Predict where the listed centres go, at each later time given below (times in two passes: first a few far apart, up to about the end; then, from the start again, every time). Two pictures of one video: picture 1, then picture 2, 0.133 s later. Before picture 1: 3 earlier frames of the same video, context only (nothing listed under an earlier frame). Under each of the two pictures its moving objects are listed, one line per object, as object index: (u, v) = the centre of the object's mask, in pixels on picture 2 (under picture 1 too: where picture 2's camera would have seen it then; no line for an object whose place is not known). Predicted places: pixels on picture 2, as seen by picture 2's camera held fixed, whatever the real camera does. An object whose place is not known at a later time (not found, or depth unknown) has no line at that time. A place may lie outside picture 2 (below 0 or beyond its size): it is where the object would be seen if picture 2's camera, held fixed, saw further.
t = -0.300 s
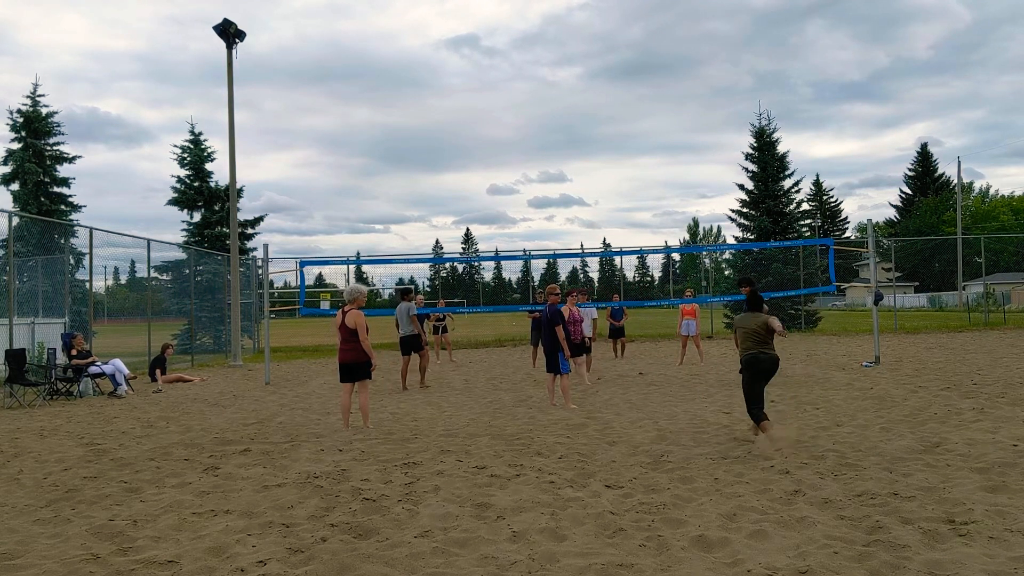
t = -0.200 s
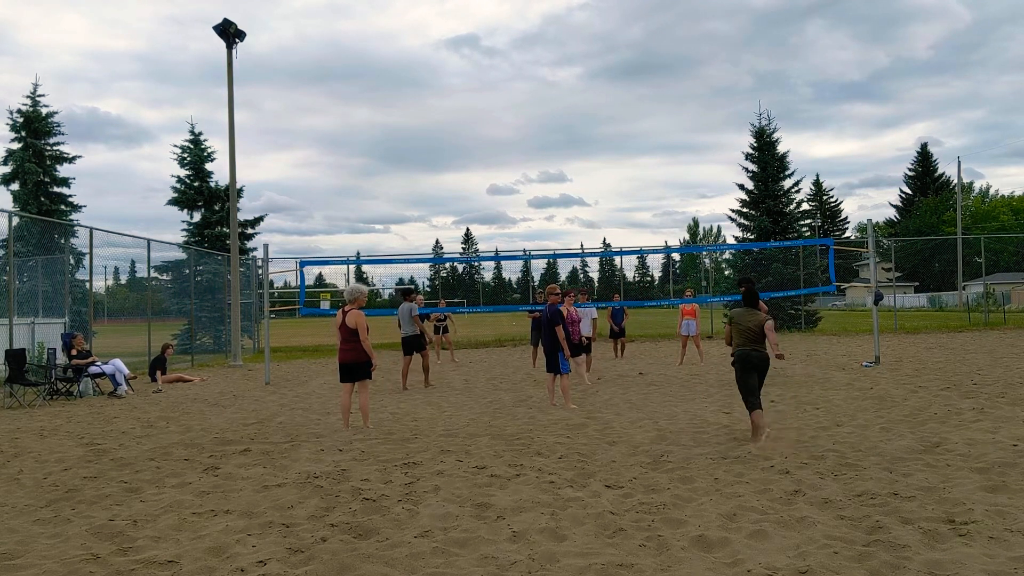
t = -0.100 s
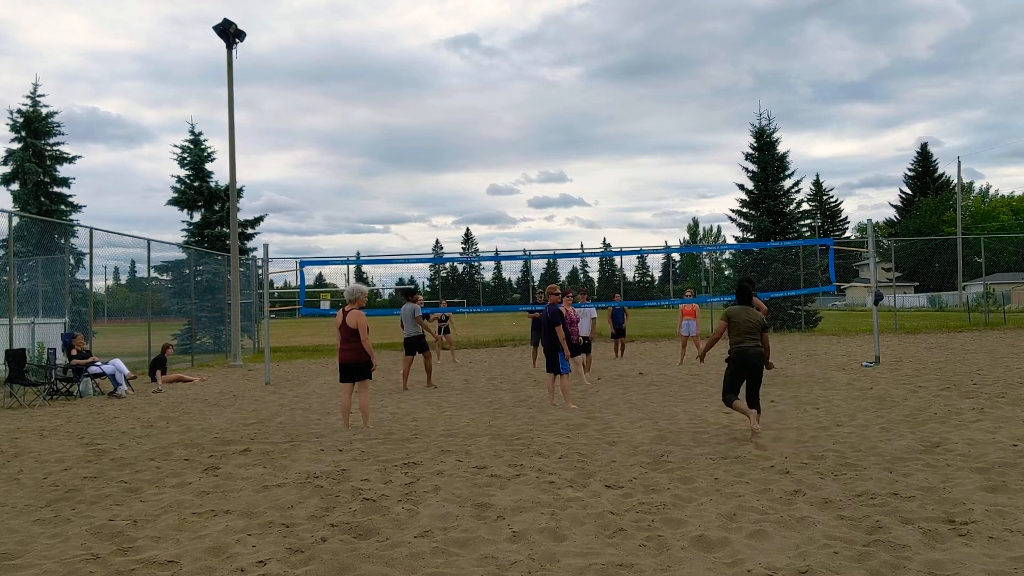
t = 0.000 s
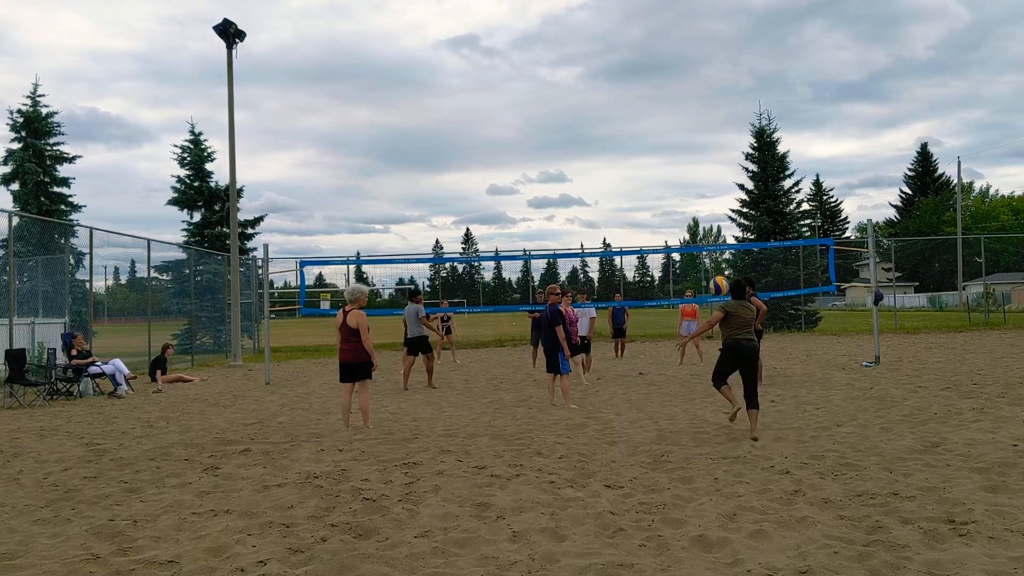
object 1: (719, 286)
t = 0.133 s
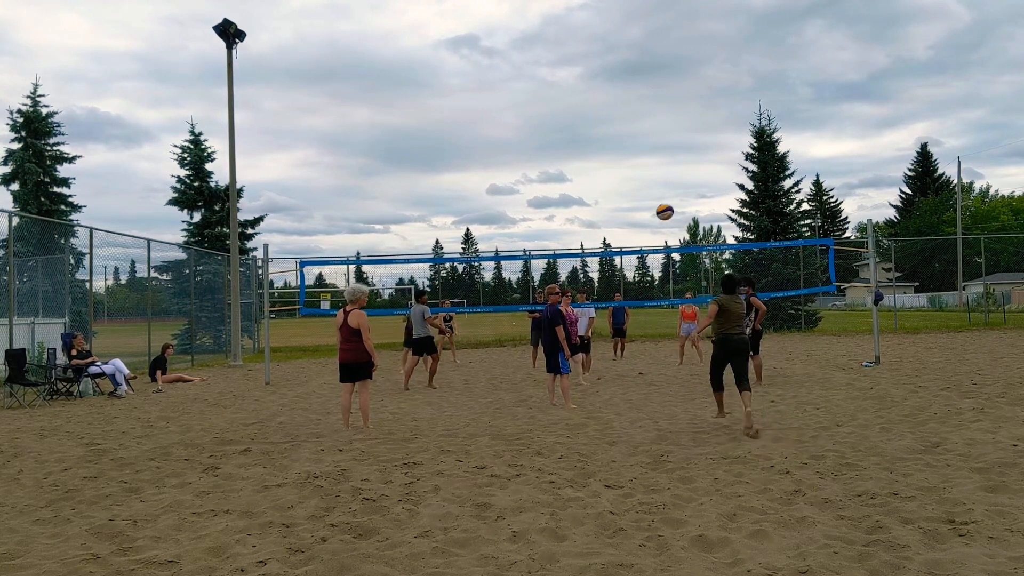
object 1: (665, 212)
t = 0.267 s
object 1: (622, 164)
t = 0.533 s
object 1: (559, 124)
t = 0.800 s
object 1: (515, 134)
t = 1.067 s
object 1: (482, 176)
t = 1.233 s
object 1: (466, 213)
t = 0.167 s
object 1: (653, 197)
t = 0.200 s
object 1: (642, 185)
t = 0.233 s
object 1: (632, 173)
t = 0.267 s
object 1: (622, 164)
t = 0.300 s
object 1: (613, 155)
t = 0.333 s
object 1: (604, 148)
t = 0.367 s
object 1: (596, 142)
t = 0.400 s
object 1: (588, 136)
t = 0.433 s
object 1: (580, 132)
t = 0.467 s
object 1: (573, 129)
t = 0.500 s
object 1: (566, 126)
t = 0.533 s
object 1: (559, 124)
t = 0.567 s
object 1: (552, 124)
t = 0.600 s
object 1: (546, 123)
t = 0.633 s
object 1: (541, 123)
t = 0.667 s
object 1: (535, 124)
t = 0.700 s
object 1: (530, 126)
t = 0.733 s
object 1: (525, 128)
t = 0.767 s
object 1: (520, 131)
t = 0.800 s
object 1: (515, 134)
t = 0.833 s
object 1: (511, 137)
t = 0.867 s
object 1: (507, 141)
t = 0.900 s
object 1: (502, 146)
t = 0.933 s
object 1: (498, 151)
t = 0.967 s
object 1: (494, 157)
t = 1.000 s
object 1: (490, 163)
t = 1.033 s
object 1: (486, 169)
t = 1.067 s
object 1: (482, 176)
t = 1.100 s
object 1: (479, 182)
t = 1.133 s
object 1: (475, 189)
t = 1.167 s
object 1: (472, 197)
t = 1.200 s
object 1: (469, 205)
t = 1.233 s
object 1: (466, 213)
